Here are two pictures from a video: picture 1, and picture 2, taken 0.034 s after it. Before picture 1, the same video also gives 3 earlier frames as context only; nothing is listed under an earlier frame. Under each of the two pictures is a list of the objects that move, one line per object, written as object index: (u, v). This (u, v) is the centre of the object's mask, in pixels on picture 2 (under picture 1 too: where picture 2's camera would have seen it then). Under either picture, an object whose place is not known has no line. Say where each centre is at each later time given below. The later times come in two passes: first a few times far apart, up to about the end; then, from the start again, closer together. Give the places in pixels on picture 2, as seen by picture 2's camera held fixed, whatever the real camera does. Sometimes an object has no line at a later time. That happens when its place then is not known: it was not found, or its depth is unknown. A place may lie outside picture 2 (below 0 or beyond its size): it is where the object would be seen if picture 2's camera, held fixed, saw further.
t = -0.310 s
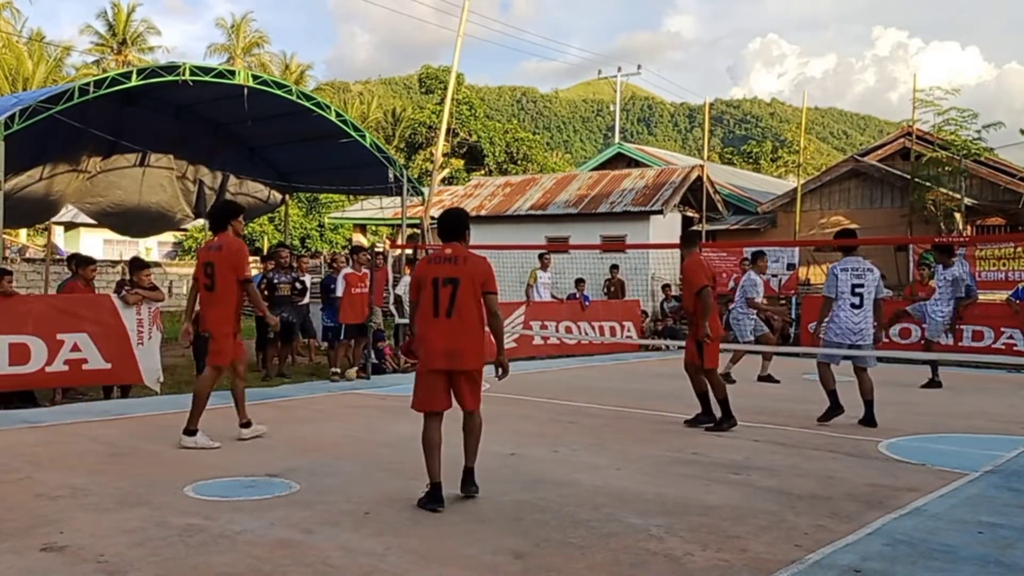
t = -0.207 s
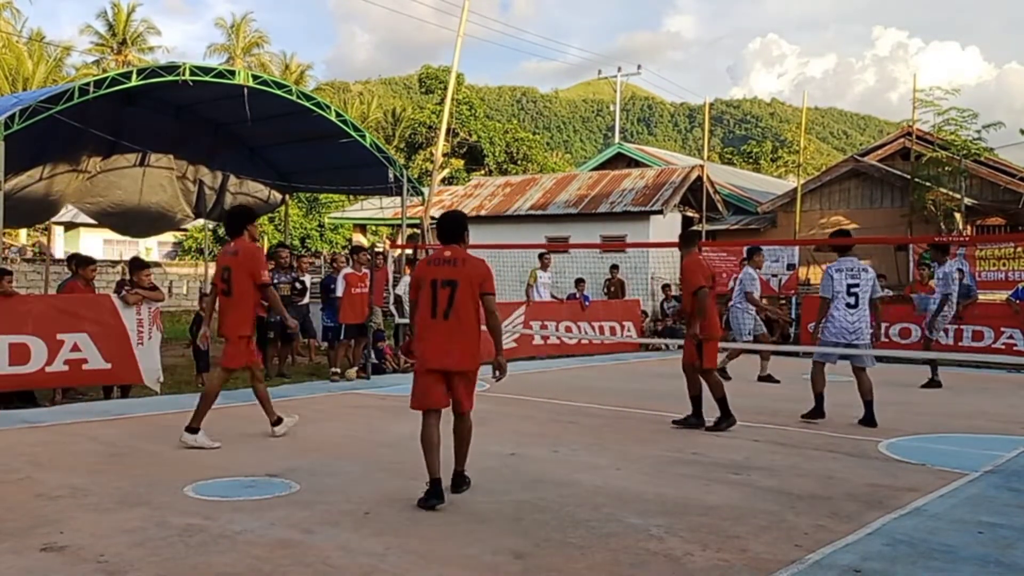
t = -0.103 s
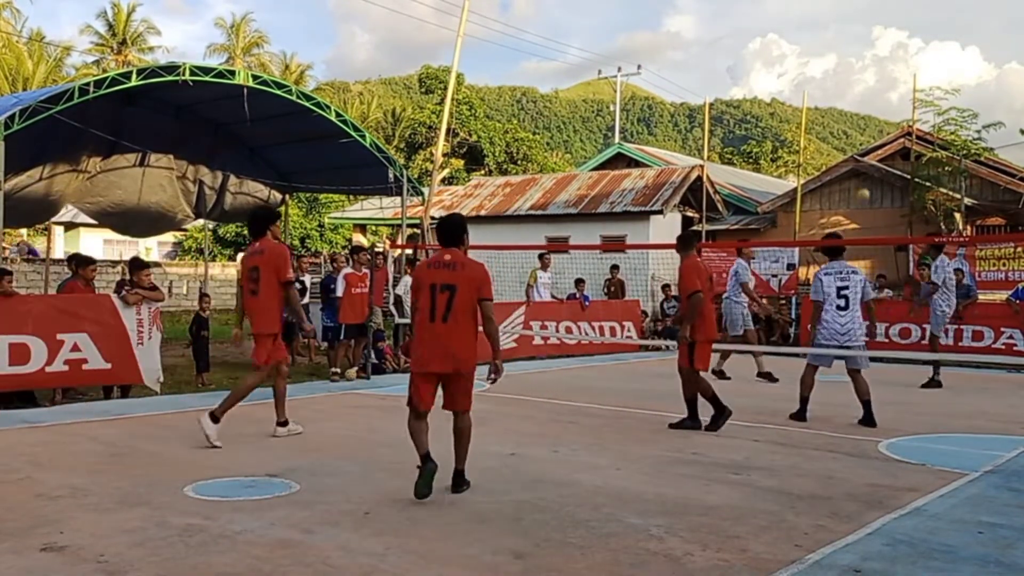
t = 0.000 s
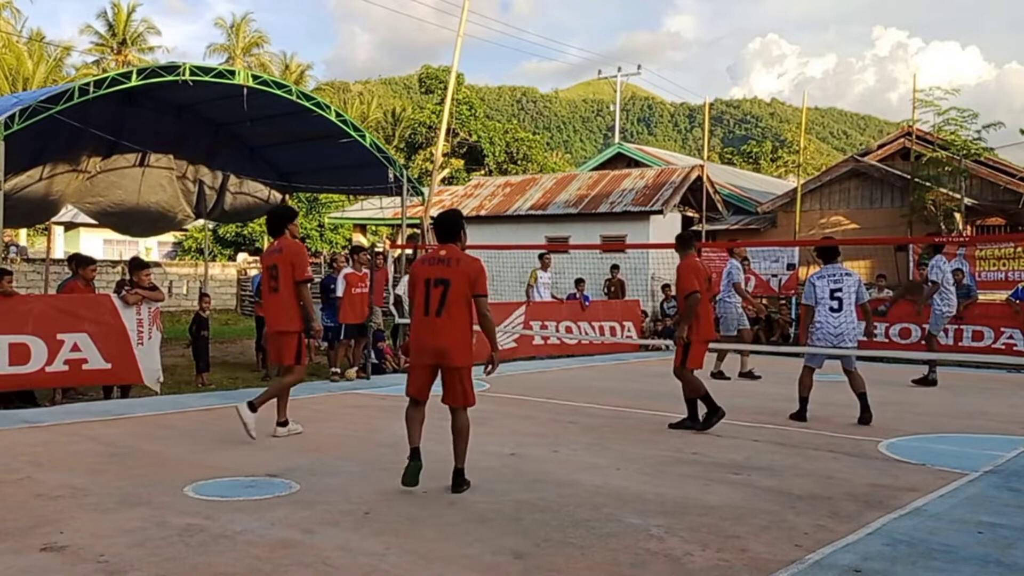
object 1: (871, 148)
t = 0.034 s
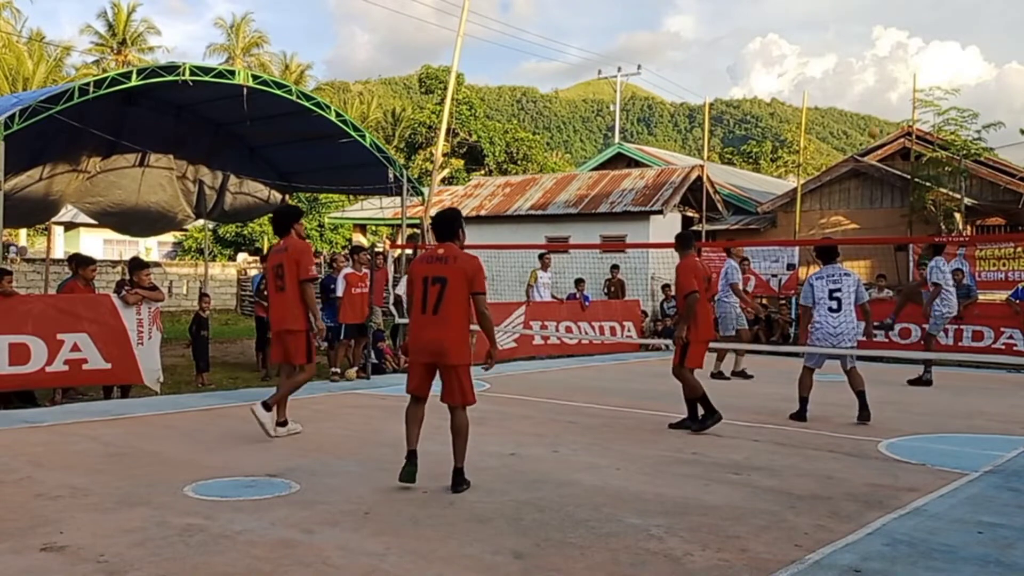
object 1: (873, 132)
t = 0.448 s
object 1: (902, 38)
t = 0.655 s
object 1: (915, 42)
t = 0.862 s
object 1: (928, 79)
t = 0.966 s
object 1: (934, 108)
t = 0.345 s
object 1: (895, 48)
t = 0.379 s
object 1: (897, 44)
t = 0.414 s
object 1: (900, 40)
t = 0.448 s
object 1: (902, 38)
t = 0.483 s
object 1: (905, 36)
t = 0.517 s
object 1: (907, 35)
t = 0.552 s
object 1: (909, 36)
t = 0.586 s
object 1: (911, 37)
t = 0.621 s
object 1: (913, 39)
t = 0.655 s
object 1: (915, 42)
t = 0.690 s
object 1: (918, 45)
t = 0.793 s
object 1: (924, 63)
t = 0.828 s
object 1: (926, 70)
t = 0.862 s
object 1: (928, 79)
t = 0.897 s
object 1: (930, 88)
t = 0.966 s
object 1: (934, 108)
